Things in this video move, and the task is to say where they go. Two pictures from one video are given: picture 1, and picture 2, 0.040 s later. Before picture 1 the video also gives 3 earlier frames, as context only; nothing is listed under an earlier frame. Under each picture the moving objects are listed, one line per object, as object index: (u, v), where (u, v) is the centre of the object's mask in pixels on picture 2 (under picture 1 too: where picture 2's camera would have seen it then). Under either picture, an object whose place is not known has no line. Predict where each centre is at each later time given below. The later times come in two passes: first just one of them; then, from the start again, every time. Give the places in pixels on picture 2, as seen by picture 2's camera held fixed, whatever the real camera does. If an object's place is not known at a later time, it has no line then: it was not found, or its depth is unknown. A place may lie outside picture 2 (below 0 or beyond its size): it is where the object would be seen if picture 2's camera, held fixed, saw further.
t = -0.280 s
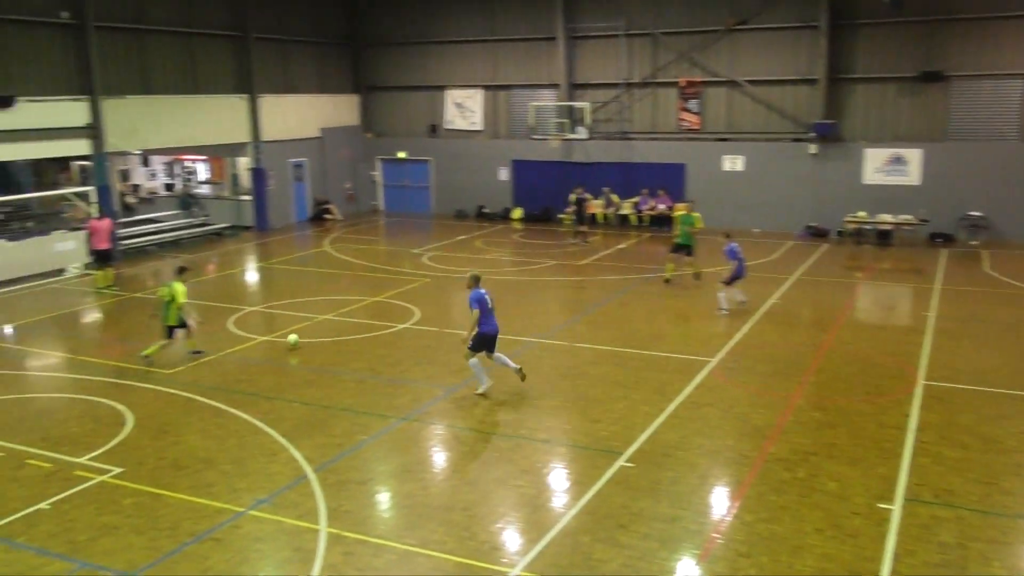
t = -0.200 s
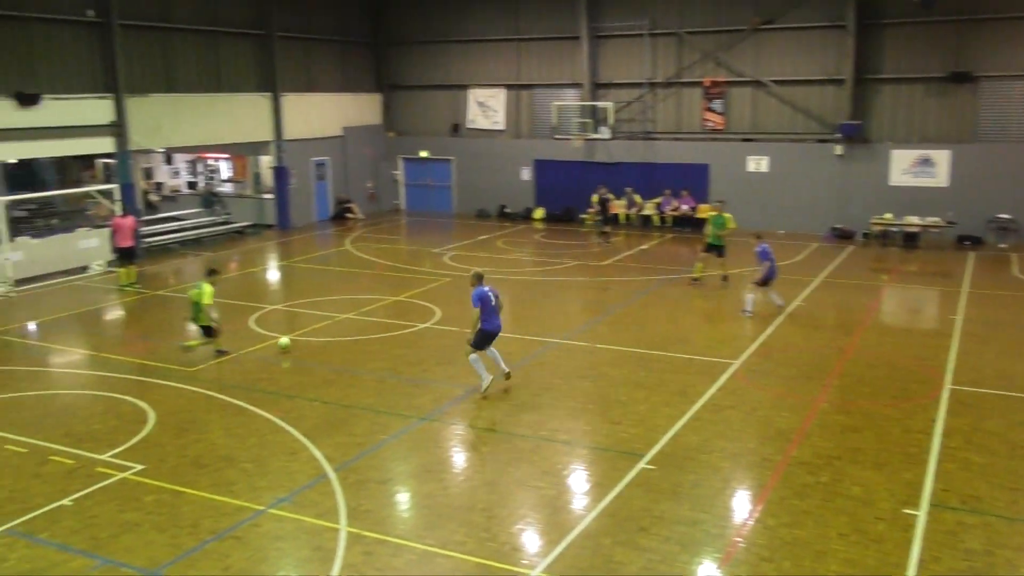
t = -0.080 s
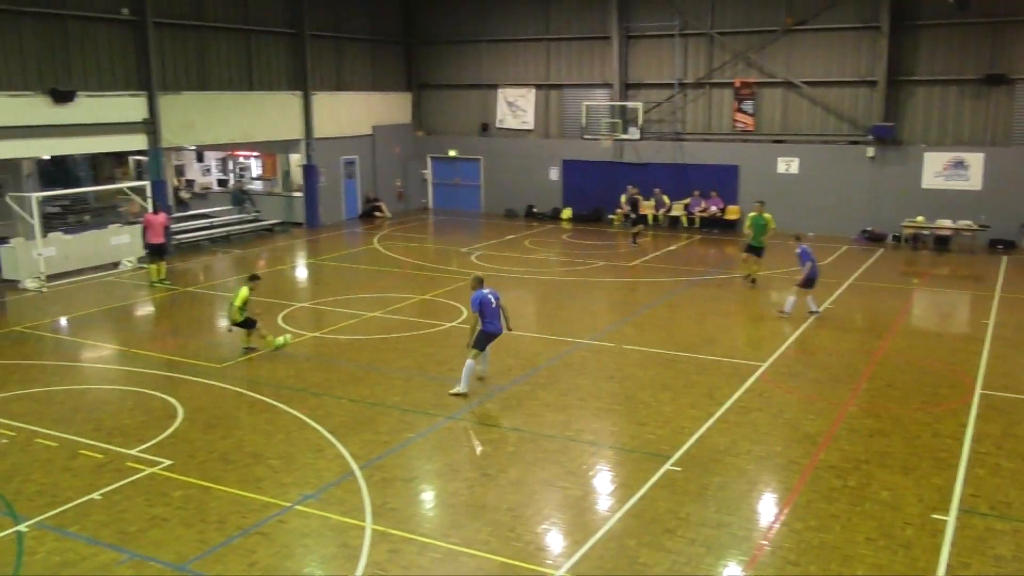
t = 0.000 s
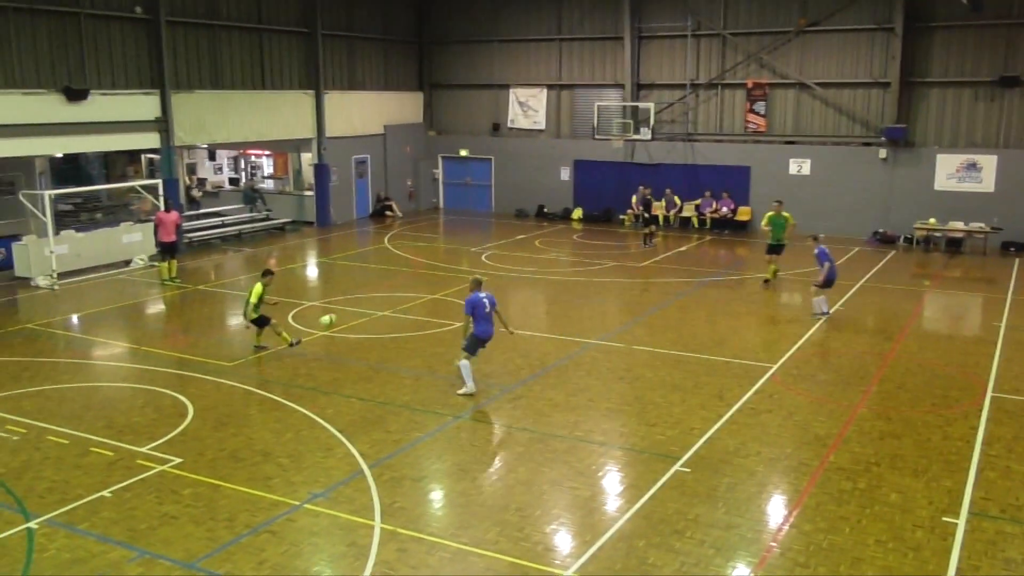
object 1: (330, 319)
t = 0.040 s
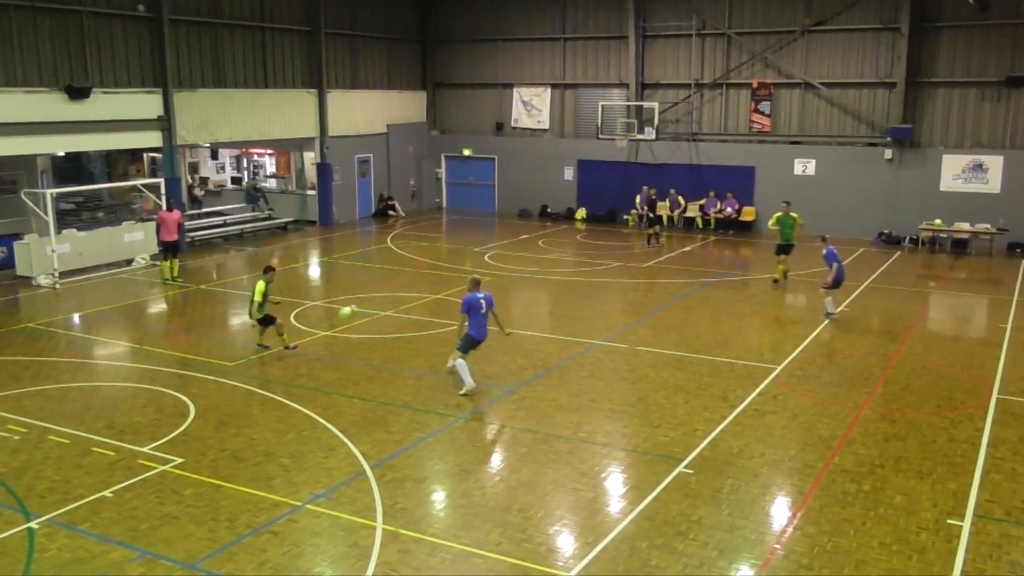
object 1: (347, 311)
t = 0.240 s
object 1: (444, 282)
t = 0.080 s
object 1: (366, 305)
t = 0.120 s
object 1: (384, 297)
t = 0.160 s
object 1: (404, 292)
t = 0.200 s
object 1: (423, 286)
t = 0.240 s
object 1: (444, 282)
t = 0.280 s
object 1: (467, 280)
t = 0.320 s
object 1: (489, 278)
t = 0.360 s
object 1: (512, 278)
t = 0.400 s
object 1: (536, 278)
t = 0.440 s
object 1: (560, 281)
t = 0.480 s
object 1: (585, 284)
